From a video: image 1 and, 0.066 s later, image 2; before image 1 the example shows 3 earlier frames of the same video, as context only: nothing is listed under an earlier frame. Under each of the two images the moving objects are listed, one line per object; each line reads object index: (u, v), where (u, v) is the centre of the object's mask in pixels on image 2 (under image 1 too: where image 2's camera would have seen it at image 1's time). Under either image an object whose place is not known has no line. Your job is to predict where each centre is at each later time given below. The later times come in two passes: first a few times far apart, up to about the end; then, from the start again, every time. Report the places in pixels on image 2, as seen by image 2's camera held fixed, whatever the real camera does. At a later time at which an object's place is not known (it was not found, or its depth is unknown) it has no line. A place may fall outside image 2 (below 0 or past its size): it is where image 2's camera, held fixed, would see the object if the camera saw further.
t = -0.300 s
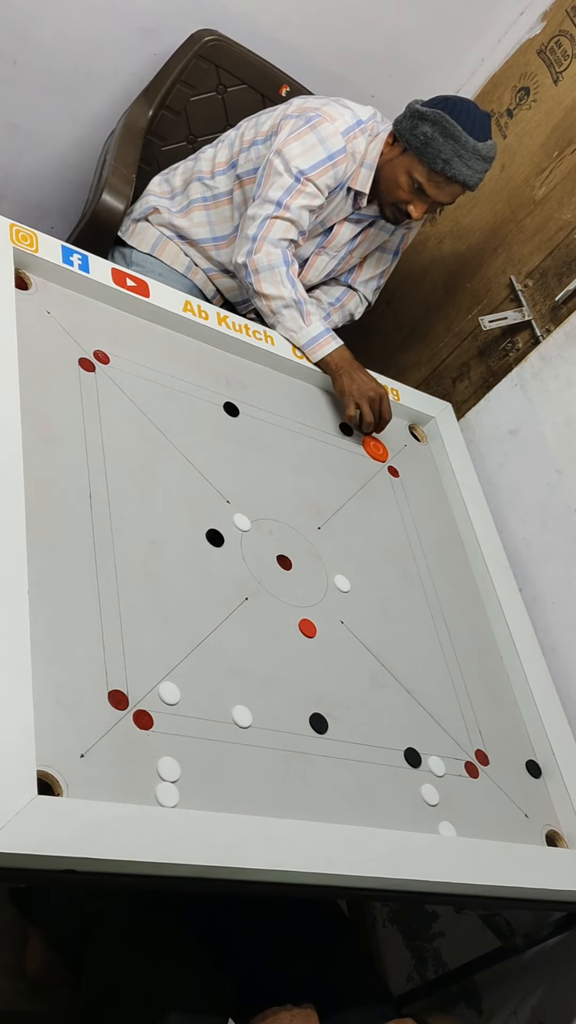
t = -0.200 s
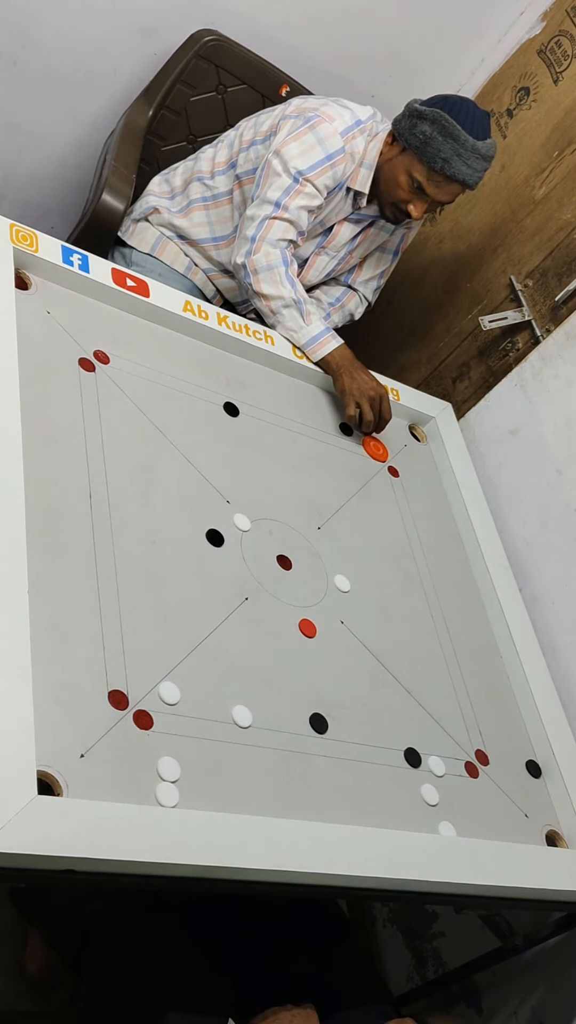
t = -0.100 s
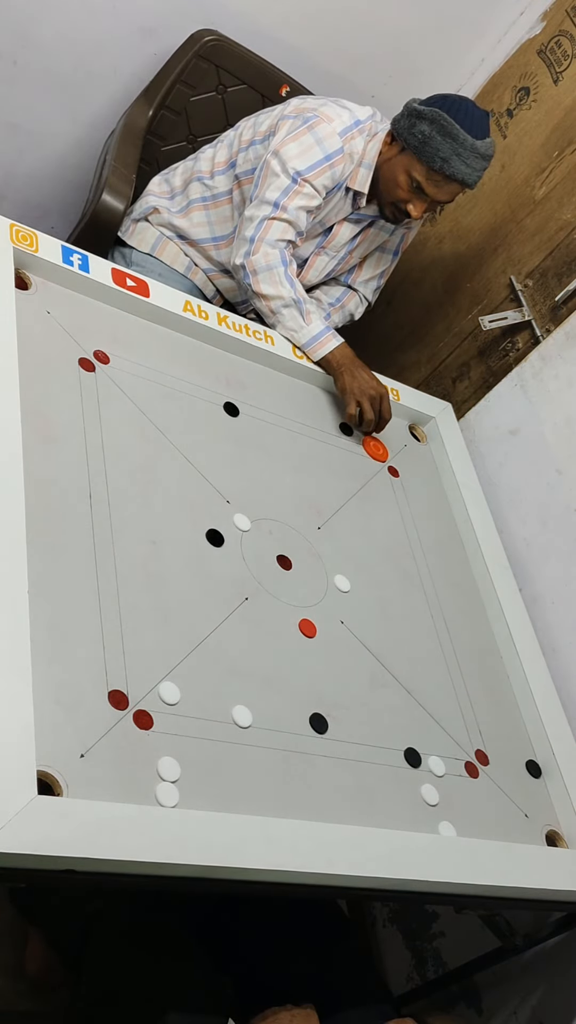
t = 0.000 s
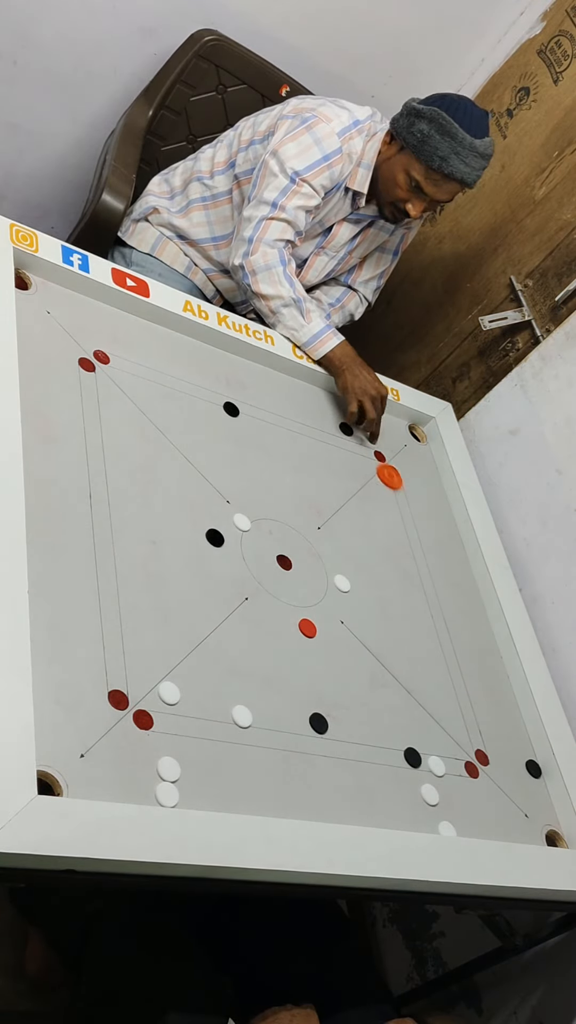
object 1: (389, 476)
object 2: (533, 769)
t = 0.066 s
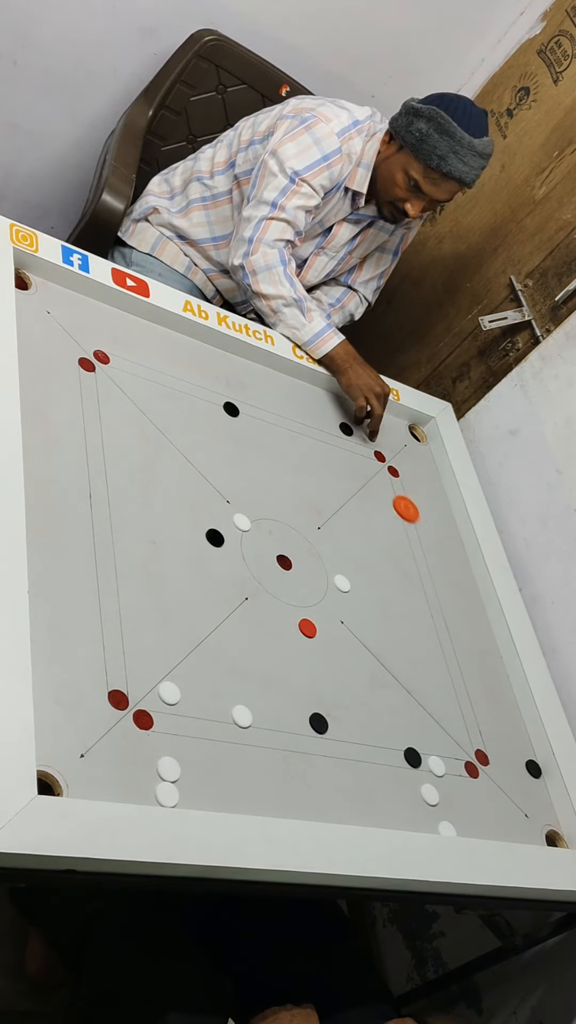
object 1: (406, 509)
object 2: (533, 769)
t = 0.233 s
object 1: (446, 587)
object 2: (533, 769)
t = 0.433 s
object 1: (494, 681)
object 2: (533, 769)
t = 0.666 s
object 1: (520, 774)
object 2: (544, 817)
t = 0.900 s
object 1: (511, 817)
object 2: (551, 813)
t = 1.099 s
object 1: (492, 826)
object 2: (524, 761)
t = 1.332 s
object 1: (471, 812)
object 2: (501, 719)
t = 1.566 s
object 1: (458, 802)
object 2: (484, 690)
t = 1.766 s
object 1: (456, 800)
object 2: (479, 682)
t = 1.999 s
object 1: (456, 800)
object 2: (479, 682)
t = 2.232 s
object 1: (456, 800)
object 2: (479, 682)
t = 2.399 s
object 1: (455, 800)
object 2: (479, 682)
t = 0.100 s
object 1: (414, 524)
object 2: (533, 769)
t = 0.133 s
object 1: (422, 540)
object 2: (533, 769)
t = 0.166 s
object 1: (430, 556)
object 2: (533, 769)
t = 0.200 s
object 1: (438, 571)
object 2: (533, 769)
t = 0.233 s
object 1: (446, 587)
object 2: (533, 769)
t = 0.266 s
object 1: (455, 603)
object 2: (533, 769)
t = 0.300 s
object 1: (462, 618)
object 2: (533, 769)
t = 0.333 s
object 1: (470, 634)
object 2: (533, 769)
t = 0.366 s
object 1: (479, 651)
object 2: (533, 769)
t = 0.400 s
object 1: (486, 666)
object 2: (533, 769)
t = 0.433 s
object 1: (494, 681)
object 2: (533, 769)
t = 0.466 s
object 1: (502, 698)
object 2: (533, 769)
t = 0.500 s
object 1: (510, 714)
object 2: (533, 769)
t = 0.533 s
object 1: (515, 728)
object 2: (533, 769)
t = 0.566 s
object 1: (518, 742)
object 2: (533, 769)
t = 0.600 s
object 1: (519, 753)
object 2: (539, 784)
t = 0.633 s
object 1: (519, 763)
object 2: (541, 799)
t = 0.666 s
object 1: (520, 774)
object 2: (544, 817)
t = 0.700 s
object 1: (521, 784)
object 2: (547, 835)
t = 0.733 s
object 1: (522, 793)
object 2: (549, 841)
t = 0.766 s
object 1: (522, 803)
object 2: (540, 831)
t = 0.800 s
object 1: (520, 807)
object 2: (550, 841)
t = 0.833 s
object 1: (517, 811)
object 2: (551, 835)
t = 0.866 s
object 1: (514, 814)
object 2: (552, 822)
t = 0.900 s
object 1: (511, 817)
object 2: (551, 813)
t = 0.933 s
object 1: (508, 821)
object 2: (546, 804)
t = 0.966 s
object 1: (505, 824)
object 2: (541, 795)
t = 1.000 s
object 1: (502, 826)
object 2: (537, 785)
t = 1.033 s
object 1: (499, 827)
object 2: (532, 777)
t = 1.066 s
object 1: (496, 828)
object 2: (528, 769)
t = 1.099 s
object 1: (492, 826)
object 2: (524, 761)
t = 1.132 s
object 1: (489, 824)
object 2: (520, 754)
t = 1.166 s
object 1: (486, 822)
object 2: (517, 748)
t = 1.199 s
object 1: (483, 821)
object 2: (513, 741)
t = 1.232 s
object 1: (479, 819)
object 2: (510, 735)
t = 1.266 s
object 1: (476, 816)
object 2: (507, 729)
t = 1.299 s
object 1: (473, 814)
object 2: (503, 724)
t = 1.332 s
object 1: (471, 812)
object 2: (501, 719)
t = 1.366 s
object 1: (468, 810)
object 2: (498, 714)
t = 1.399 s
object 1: (466, 809)
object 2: (495, 709)
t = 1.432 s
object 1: (464, 807)
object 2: (493, 705)
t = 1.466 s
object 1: (462, 805)
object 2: (490, 701)
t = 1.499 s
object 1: (460, 804)
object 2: (488, 697)
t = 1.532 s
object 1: (459, 803)
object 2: (486, 693)
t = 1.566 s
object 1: (458, 802)
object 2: (484, 690)
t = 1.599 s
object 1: (457, 801)
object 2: (482, 688)
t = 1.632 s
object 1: (456, 800)
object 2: (481, 685)
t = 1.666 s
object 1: (456, 800)
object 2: (480, 684)
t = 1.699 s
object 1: (456, 800)
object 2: (479, 683)
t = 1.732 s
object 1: (456, 800)
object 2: (479, 682)
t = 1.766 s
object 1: (456, 800)
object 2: (479, 682)
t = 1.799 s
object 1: (456, 800)
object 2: (479, 682)
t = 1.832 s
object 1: (456, 800)
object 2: (479, 682)
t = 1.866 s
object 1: (456, 800)
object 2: (479, 682)
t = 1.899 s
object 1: (455, 800)
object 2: (479, 682)
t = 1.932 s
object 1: (456, 800)
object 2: (479, 682)
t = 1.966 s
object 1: (456, 800)
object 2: (479, 682)
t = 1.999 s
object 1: (456, 800)
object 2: (479, 682)
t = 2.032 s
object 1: (456, 800)
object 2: (479, 682)
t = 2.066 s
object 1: (456, 800)
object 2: (479, 682)
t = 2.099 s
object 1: (456, 800)
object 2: (479, 682)
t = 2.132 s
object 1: (456, 800)
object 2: (479, 682)
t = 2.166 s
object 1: (456, 800)
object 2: (479, 682)
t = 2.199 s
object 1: (456, 800)
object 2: (479, 682)
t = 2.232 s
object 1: (456, 800)
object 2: (479, 682)
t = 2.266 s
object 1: (456, 800)
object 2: (479, 682)
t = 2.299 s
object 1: (456, 800)
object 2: (479, 682)
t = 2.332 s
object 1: (456, 800)
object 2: (479, 682)
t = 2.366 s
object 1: (455, 800)
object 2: (479, 682)
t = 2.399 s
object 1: (455, 800)
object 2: (479, 682)
